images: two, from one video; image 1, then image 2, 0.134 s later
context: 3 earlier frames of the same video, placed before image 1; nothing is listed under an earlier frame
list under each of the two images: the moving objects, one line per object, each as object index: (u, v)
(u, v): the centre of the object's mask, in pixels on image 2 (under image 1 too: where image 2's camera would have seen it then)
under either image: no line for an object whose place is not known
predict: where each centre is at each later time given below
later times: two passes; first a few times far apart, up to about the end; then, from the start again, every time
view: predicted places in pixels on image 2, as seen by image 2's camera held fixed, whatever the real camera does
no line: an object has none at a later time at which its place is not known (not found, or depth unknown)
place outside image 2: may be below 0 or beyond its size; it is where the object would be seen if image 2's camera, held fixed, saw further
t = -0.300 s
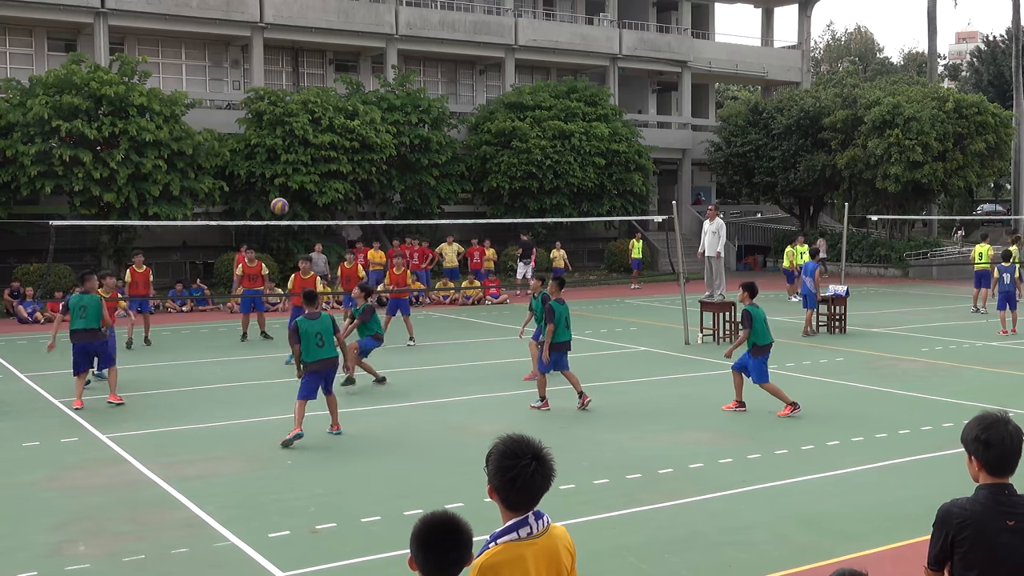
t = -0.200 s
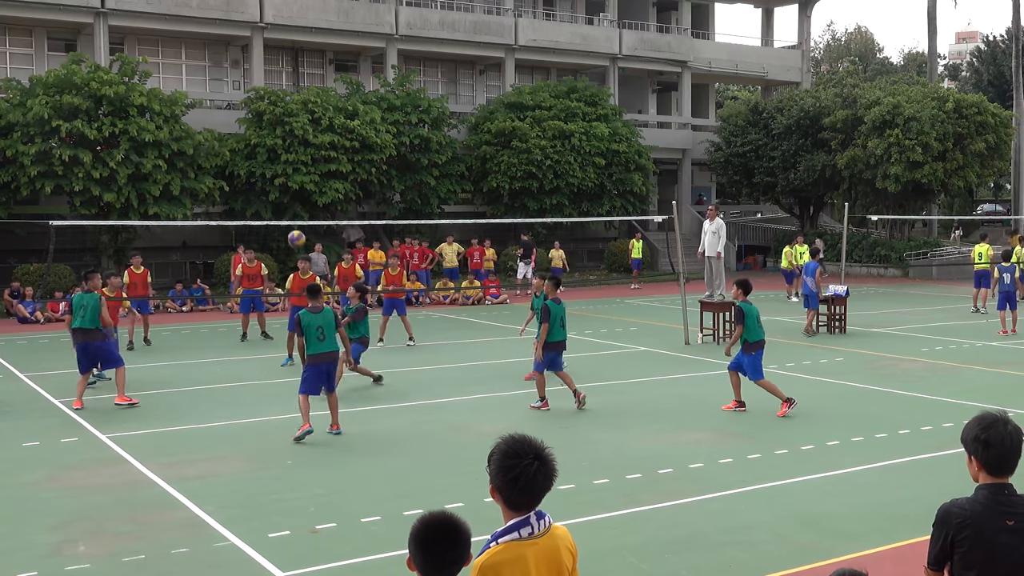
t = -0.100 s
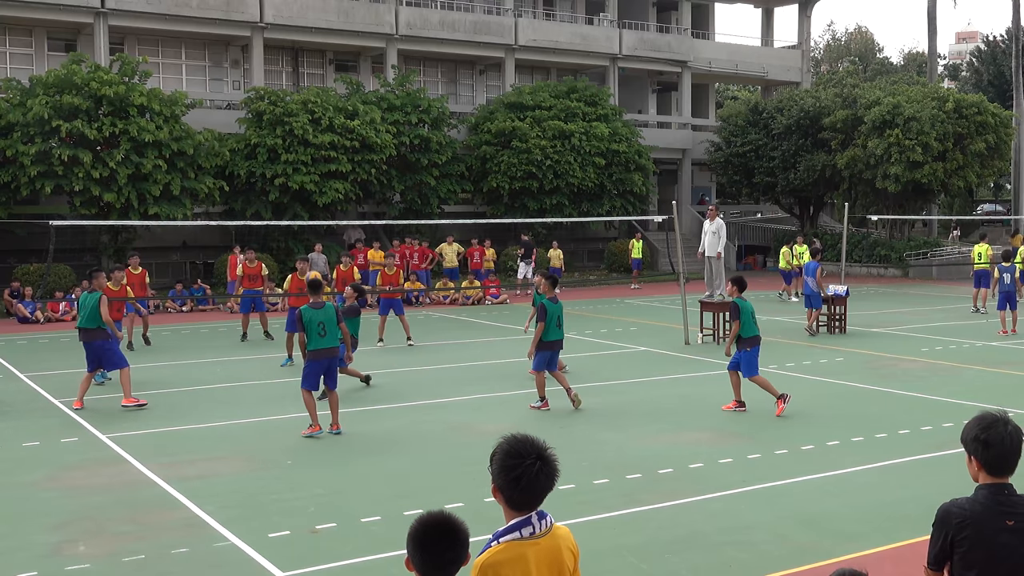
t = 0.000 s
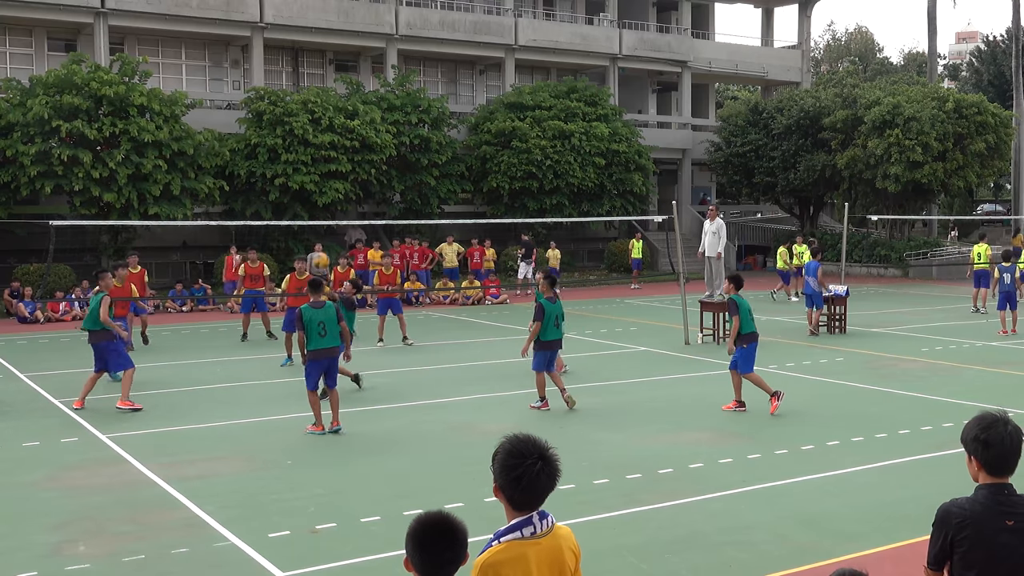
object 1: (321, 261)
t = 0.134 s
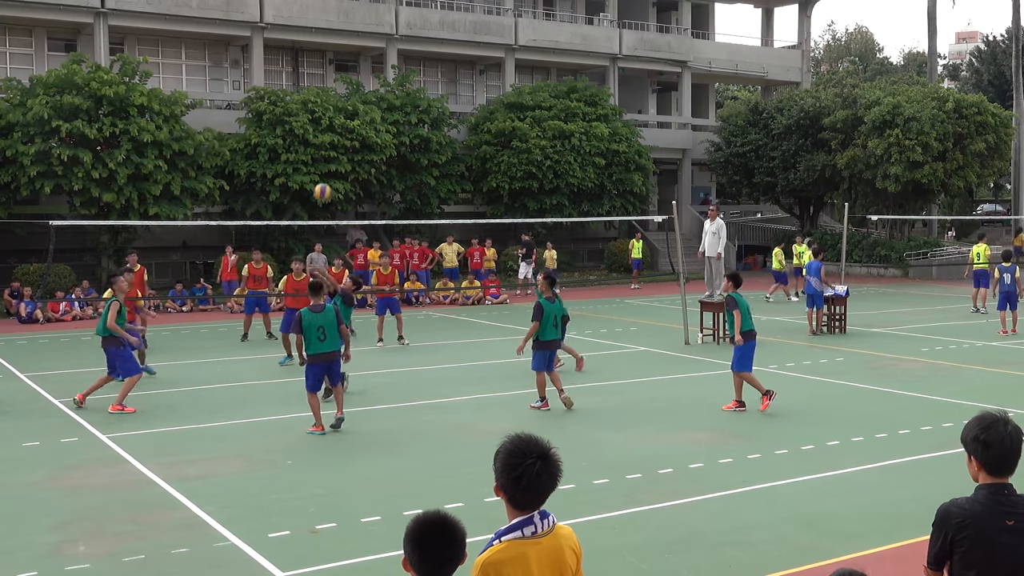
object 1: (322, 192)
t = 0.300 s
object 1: (325, 124)
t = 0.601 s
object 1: (330, 55)
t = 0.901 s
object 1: (338, 58)
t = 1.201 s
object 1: (348, 138)
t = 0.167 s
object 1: (322, 177)
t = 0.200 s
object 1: (323, 163)
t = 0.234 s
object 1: (324, 149)
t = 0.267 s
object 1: (324, 135)
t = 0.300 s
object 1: (325, 124)
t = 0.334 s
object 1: (325, 113)
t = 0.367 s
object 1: (326, 102)
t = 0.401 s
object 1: (327, 93)
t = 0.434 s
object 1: (327, 84)
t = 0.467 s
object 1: (328, 76)
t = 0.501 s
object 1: (328, 69)
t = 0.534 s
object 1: (329, 64)
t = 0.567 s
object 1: (330, 59)
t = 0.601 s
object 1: (330, 55)
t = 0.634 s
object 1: (331, 51)
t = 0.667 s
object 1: (332, 49)
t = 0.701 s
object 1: (333, 48)
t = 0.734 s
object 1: (334, 47)
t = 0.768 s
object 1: (334, 47)
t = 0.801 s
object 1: (335, 49)
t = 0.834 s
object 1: (336, 50)
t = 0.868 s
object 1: (337, 54)
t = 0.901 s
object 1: (338, 58)
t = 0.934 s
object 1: (339, 63)
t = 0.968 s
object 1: (340, 68)
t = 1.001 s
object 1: (341, 74)
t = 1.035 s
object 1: (343, 82)
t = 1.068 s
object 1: (344, 92)
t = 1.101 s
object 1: (345, 102)
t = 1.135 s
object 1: (346, 112)
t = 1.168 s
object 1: (347, 125)
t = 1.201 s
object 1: (348, 138)
